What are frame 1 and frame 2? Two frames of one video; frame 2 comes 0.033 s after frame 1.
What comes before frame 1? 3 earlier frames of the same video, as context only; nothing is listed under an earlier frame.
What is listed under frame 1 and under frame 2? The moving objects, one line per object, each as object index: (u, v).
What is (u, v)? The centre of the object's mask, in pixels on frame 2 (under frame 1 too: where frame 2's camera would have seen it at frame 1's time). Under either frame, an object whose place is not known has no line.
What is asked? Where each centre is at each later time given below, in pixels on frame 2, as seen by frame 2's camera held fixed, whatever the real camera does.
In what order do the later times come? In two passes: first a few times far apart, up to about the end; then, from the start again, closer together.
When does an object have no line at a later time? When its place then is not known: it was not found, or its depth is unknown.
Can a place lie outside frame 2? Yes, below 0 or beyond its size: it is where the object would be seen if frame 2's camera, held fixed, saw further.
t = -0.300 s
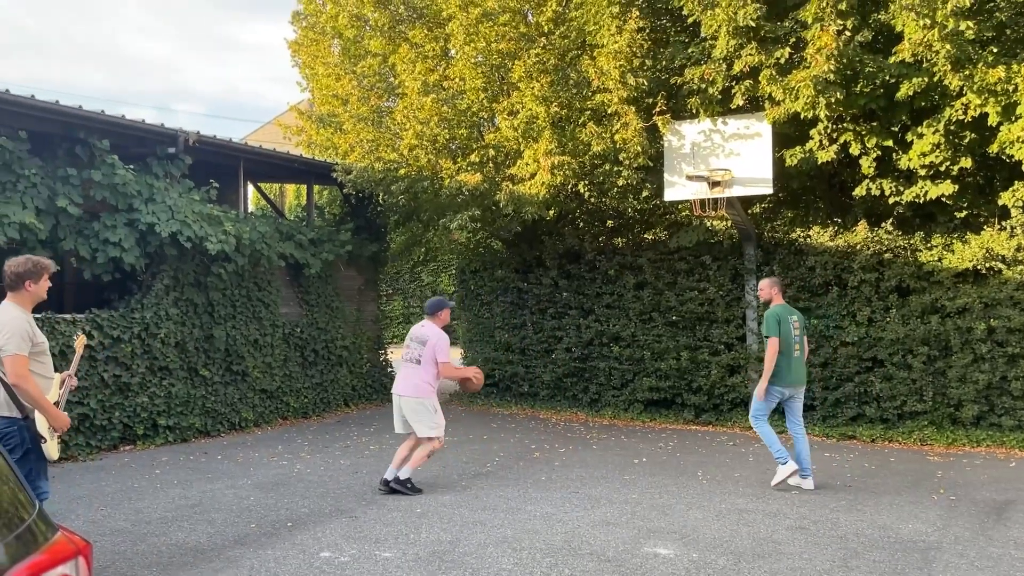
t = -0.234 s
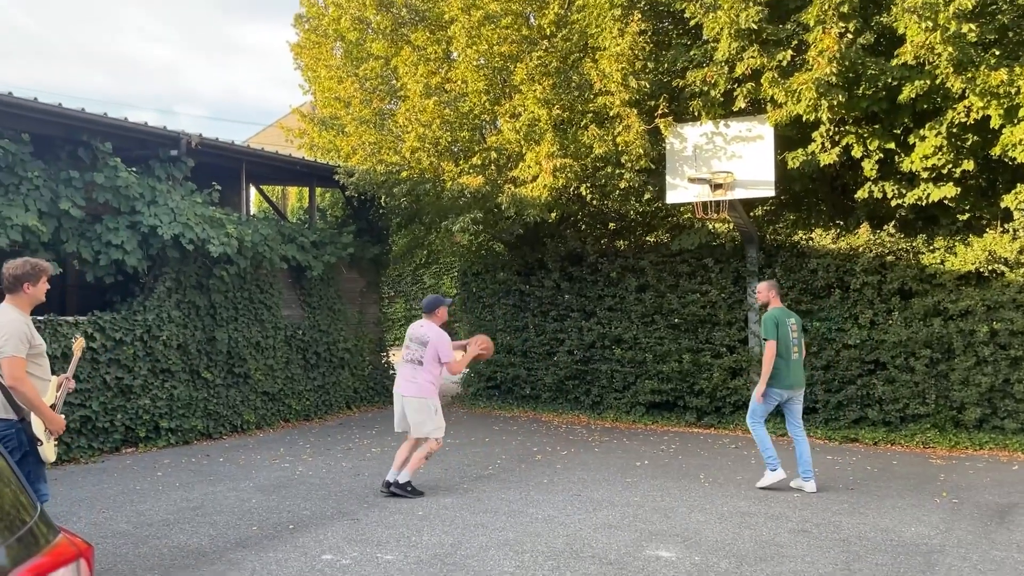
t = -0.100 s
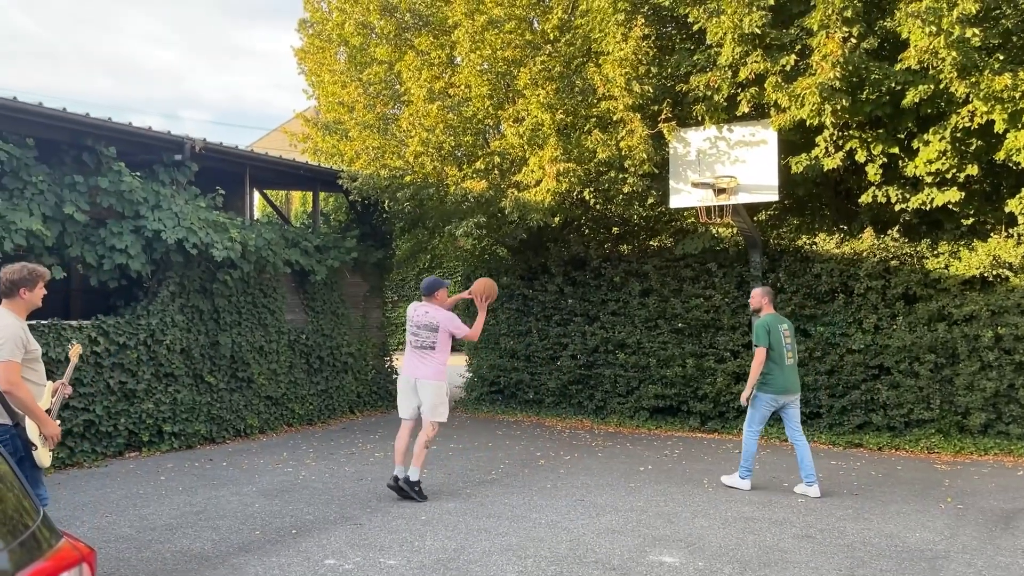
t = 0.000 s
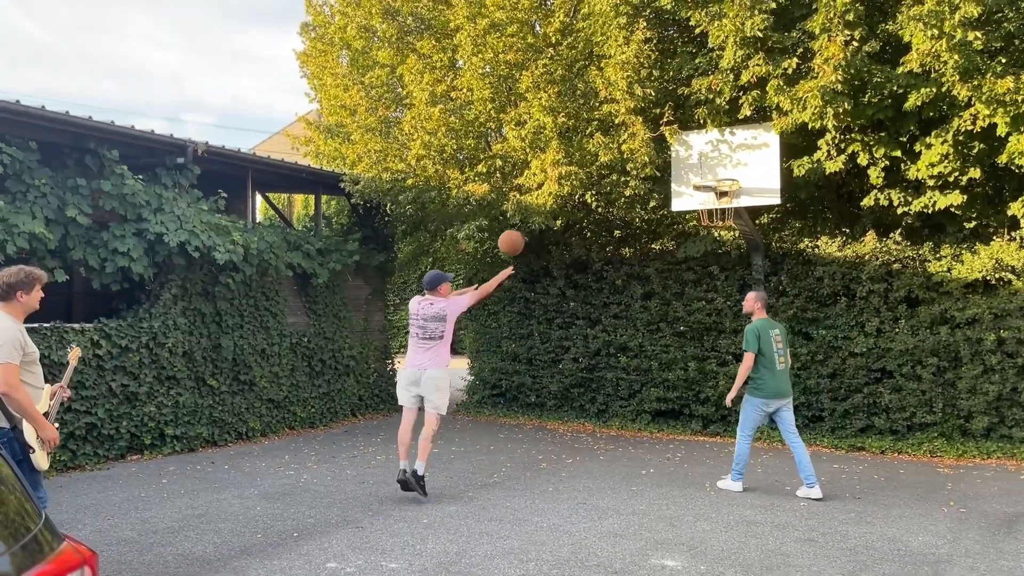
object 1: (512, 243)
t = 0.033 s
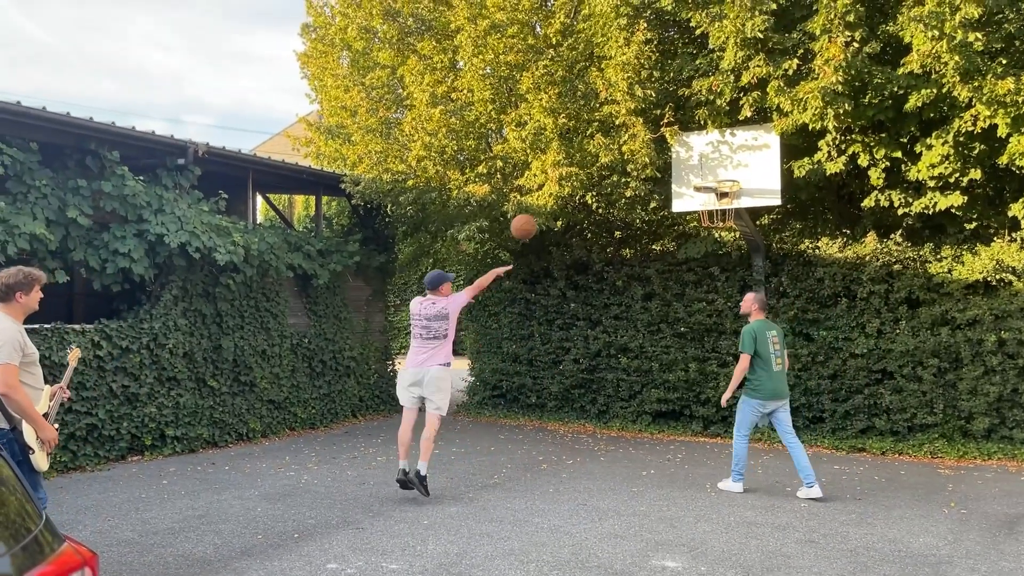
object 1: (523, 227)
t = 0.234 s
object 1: (589, 156)
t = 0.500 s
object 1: (665, 131)
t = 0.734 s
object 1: (713, 158)
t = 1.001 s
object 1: (713, 137)
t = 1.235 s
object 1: (708, 129)
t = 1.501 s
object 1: (694, 172)
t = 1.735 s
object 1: (698, 139)
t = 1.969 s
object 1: (703, 146)
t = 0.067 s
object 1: (534, 211)
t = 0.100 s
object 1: (547, 197)
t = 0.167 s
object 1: (567, 174)
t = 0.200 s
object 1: (579, 164)
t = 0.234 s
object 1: (589, 156)
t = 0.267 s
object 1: (599, 149)
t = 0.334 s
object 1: (619, 139)
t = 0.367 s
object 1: (629, 135)
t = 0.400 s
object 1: (638, 133)
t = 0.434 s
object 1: (647, 131)
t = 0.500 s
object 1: (665, 131)
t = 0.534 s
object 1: (674, 132)
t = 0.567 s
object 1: (682, 135)
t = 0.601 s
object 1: (690, 138)
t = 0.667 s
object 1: (708, 148)
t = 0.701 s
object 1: (713, 154)
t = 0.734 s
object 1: (713, 158)
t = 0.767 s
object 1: (713, 162)
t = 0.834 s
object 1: (714, 172)
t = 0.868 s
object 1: (714, 164)
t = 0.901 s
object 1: (713, 156)
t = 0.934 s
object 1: (713, 149)
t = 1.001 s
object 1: (713, 137)
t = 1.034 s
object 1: (712, 133)
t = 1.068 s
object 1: (712, 130)
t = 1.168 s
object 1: (711, 129)
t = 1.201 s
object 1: (709, 128)
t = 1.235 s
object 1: (708, 129)
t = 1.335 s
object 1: (703, 137)
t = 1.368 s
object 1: (701, 142)
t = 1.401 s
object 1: (699, 148)
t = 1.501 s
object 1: (694, 172)
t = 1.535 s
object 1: (694, 170)
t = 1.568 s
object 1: (695, 162)
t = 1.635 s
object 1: (696, 150)
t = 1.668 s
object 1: (697, 145)
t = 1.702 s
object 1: (697, 141)
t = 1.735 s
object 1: (698, 139)
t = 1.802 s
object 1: (699, 136)
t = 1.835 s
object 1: (700, 136)
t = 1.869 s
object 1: (700, 137)
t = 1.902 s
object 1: (701, 139)
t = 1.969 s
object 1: (703, 146)
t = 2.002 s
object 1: (704, 152)
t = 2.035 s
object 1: (705, 158)
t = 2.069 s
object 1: (705, 165)
